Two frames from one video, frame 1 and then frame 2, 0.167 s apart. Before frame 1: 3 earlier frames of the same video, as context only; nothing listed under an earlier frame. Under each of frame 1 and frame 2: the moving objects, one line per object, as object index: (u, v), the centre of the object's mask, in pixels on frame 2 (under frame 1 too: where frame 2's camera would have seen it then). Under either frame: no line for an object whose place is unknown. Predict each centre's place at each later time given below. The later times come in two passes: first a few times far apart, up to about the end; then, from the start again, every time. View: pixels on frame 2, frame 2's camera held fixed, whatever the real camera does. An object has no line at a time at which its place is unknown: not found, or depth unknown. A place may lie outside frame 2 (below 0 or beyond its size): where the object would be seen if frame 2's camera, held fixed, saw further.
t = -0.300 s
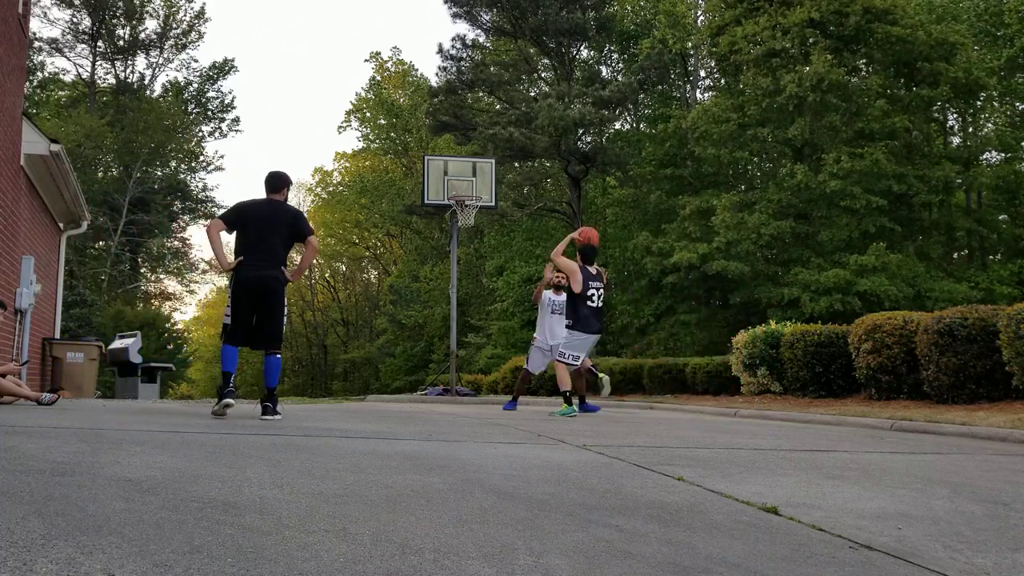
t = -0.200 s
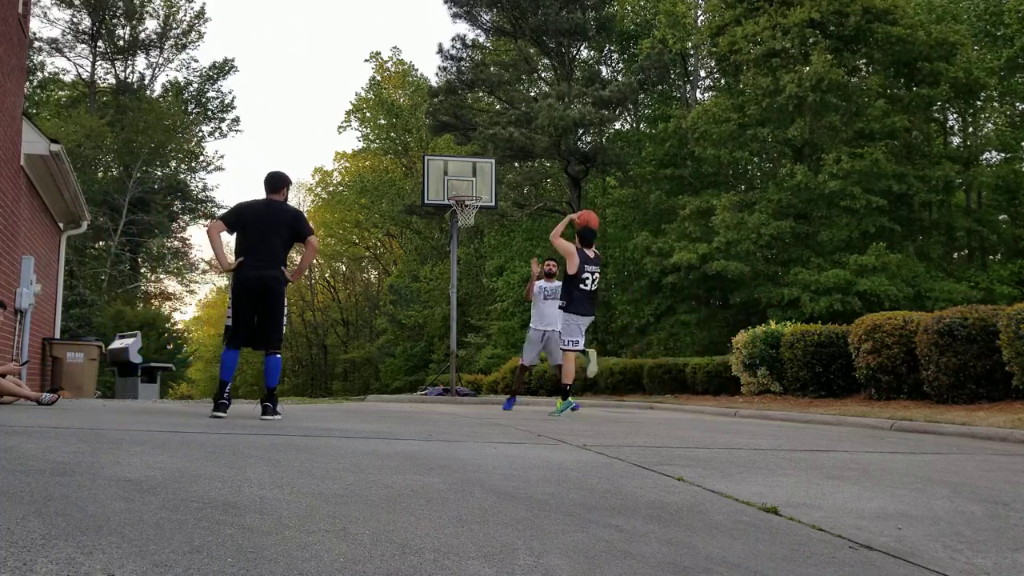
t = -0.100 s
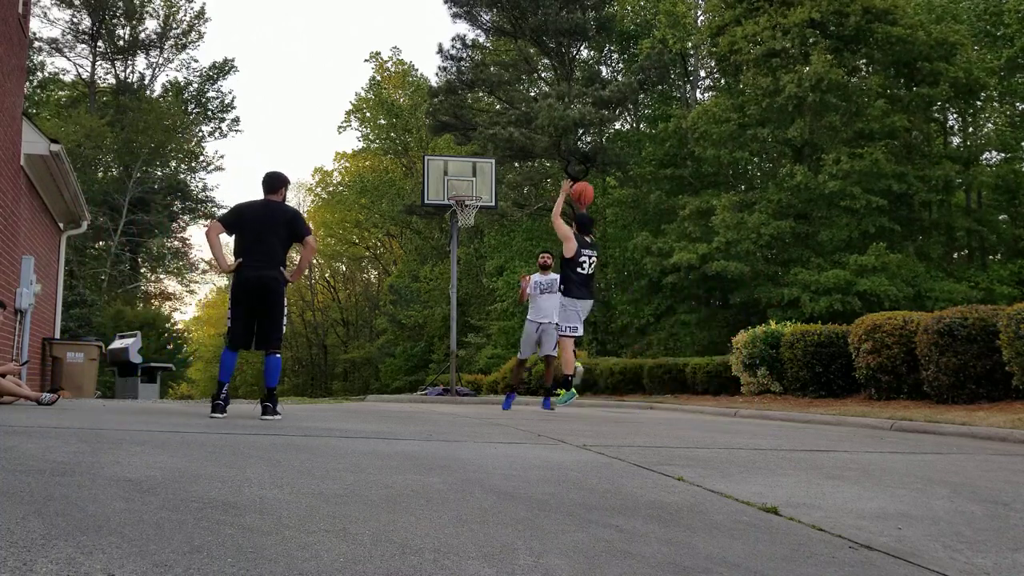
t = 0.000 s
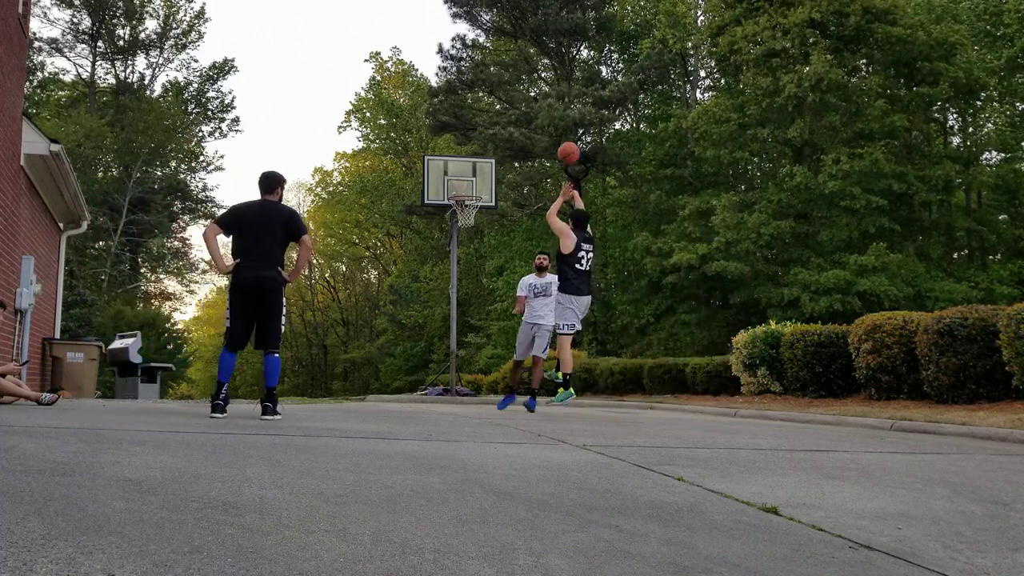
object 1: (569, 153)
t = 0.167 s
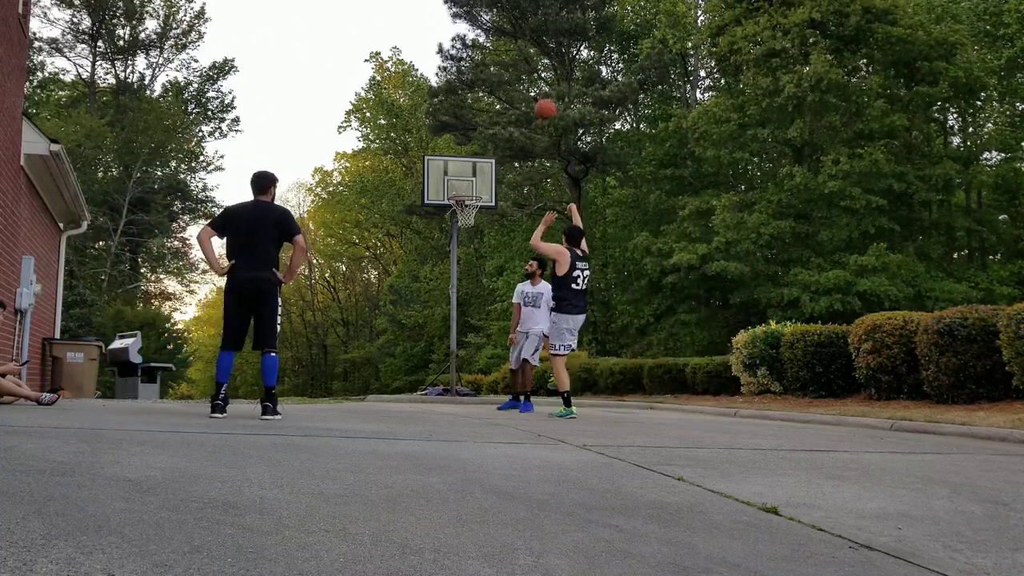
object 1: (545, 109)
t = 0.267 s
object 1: (533, 95)
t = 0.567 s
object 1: (500, 103)
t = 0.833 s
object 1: (475, 158)
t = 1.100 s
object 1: (462, 176)
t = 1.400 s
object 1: (456, 176)
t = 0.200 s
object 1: (541, 103)
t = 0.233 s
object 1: (537, 100)
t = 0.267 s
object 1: (533, 95)
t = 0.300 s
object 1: (528, 93)
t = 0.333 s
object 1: (525, 92)
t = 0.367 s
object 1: (521, 91)
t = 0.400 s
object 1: (517, 91)
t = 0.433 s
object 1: (514, 92)
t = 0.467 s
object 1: (510, 93)
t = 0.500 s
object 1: (506, 96)
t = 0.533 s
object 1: (503, 99)
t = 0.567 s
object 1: (500, 103)
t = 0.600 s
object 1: (496, 108)
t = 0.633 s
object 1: (493, 113)
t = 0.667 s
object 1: (490, 120)
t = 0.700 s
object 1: (487, 126)
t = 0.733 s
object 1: (484, 133)
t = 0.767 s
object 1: (481, 141)
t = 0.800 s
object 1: (478, 149)
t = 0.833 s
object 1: (475, 158)
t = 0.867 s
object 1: (472, 169)
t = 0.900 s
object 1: (469, 179)
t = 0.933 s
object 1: (466, 189)
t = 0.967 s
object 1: (465, 193)
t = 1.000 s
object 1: (464, 188)
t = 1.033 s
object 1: (464, 184)
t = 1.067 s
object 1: (463, 180)
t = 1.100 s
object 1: (462, 176)
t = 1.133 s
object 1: (462, 173)
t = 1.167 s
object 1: (461, 170)
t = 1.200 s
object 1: (460, 169)
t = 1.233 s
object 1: (460, 169)
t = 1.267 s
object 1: (459, 169)
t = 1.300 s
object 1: (458, 169)
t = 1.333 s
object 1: (458, 170)
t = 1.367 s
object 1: (456, 173)
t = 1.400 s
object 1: (456, 176)
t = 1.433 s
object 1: (455, 181)
